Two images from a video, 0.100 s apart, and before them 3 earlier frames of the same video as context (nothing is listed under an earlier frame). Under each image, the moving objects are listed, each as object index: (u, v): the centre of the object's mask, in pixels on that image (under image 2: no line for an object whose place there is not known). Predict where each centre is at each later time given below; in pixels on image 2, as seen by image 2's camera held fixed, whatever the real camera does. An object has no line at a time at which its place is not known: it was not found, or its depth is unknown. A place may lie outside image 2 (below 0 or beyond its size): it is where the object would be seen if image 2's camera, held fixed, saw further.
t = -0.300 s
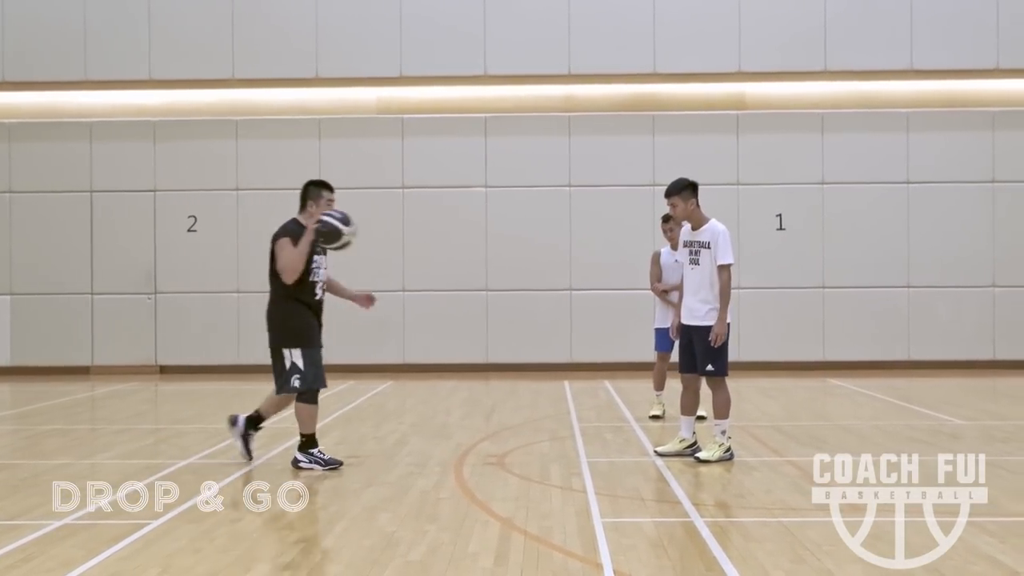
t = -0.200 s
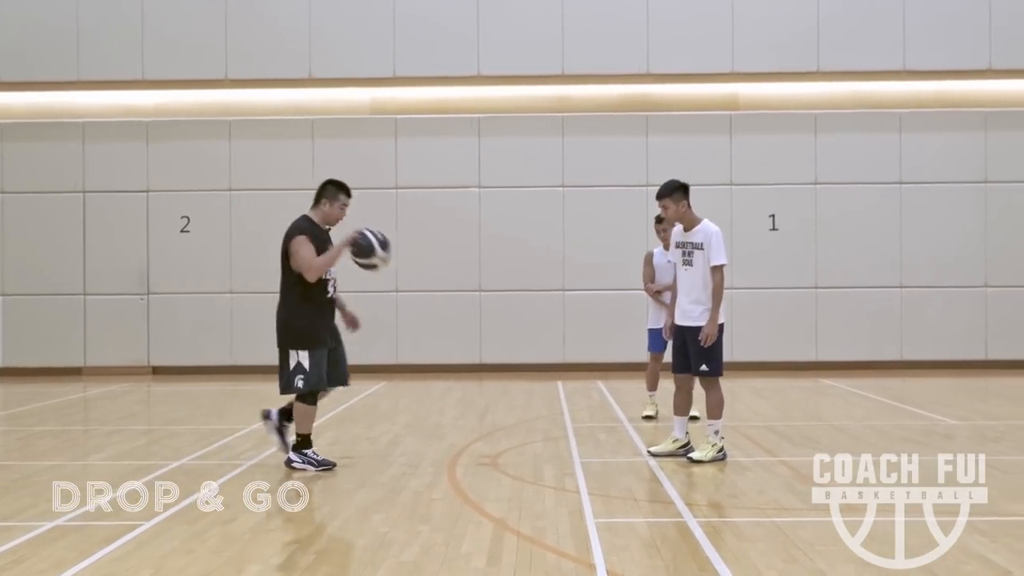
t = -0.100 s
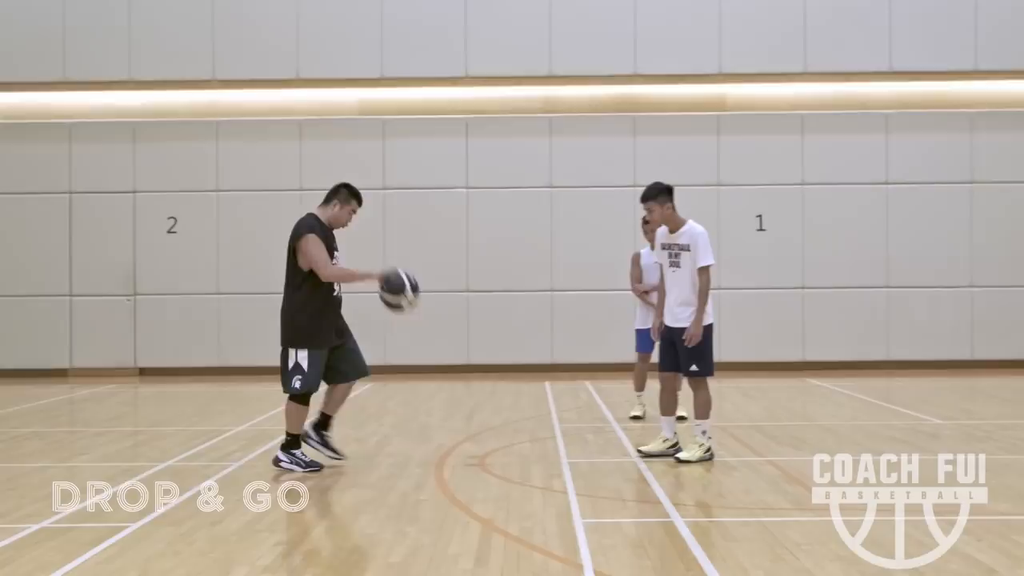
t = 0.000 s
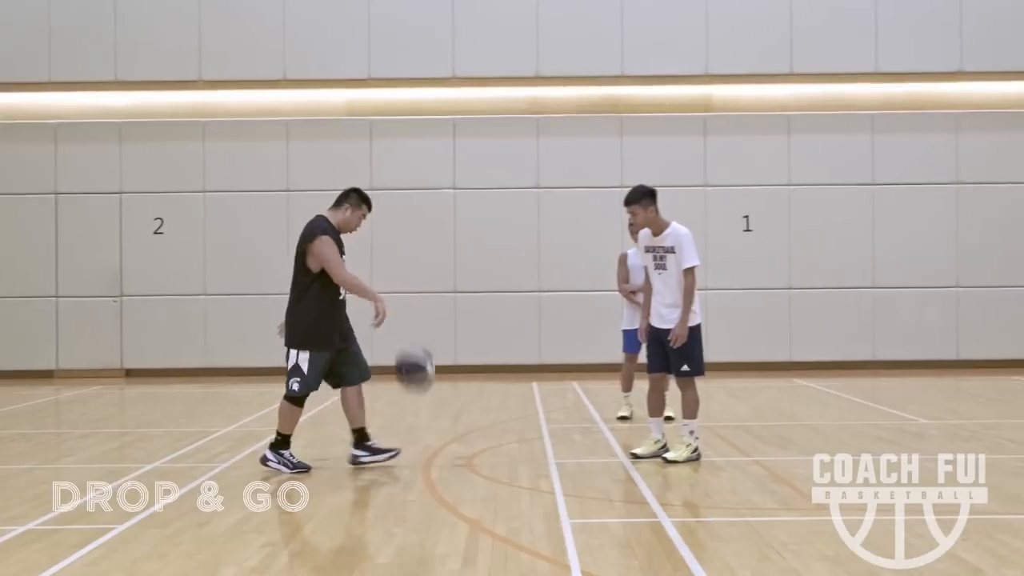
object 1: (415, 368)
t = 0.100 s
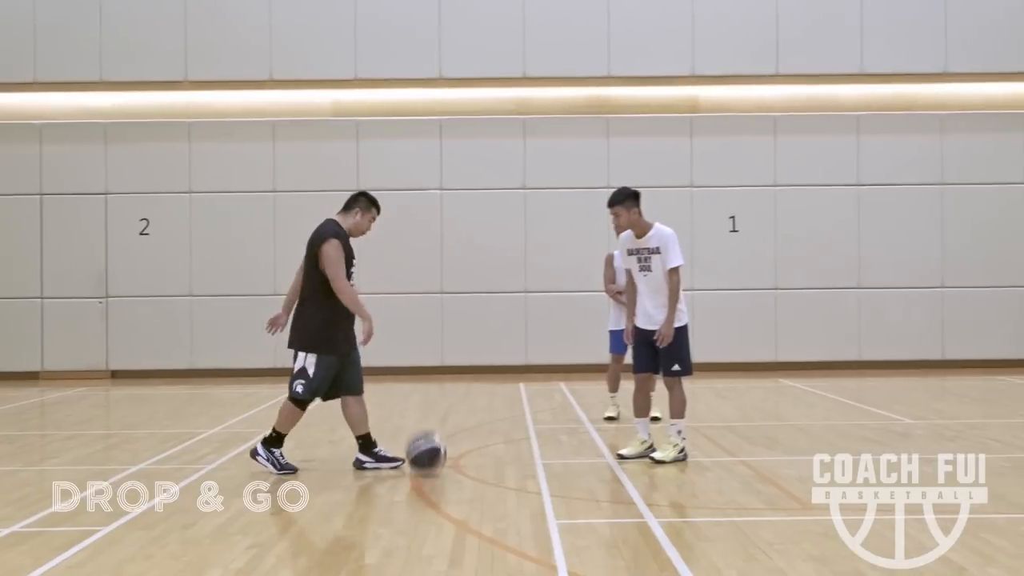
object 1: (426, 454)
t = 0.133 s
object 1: (428, 427)
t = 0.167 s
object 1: (430, 404)
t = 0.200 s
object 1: (433, 382)
